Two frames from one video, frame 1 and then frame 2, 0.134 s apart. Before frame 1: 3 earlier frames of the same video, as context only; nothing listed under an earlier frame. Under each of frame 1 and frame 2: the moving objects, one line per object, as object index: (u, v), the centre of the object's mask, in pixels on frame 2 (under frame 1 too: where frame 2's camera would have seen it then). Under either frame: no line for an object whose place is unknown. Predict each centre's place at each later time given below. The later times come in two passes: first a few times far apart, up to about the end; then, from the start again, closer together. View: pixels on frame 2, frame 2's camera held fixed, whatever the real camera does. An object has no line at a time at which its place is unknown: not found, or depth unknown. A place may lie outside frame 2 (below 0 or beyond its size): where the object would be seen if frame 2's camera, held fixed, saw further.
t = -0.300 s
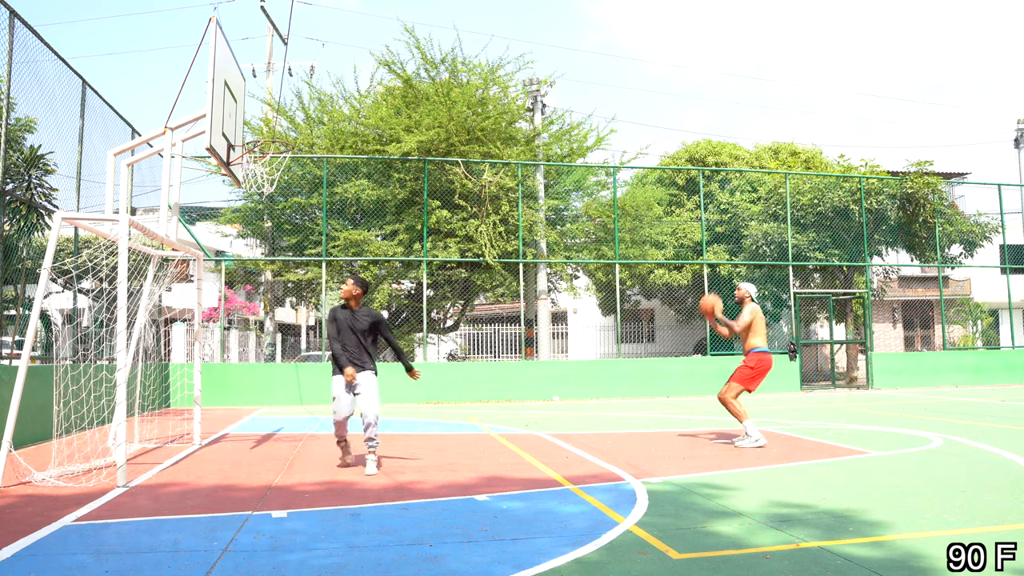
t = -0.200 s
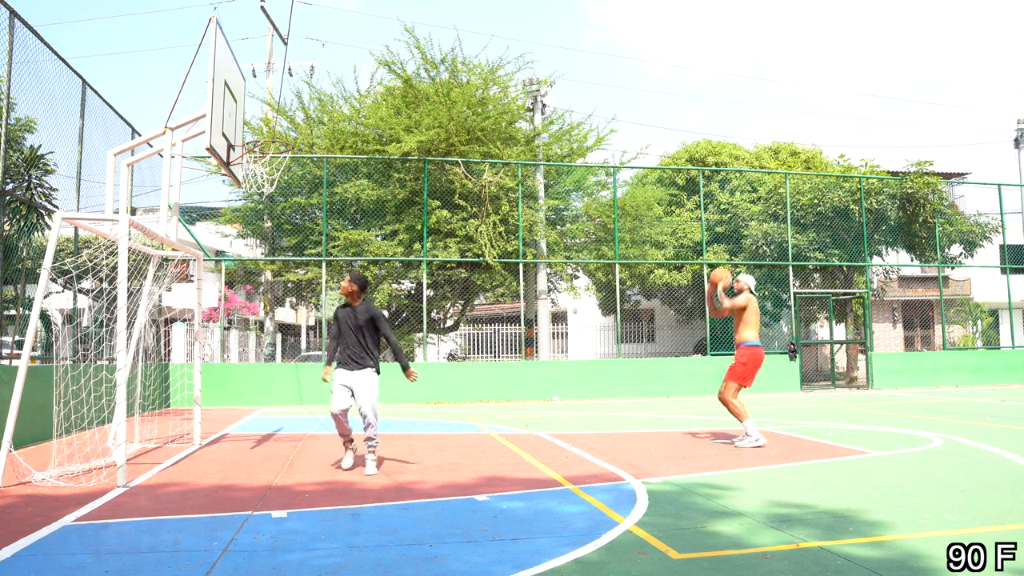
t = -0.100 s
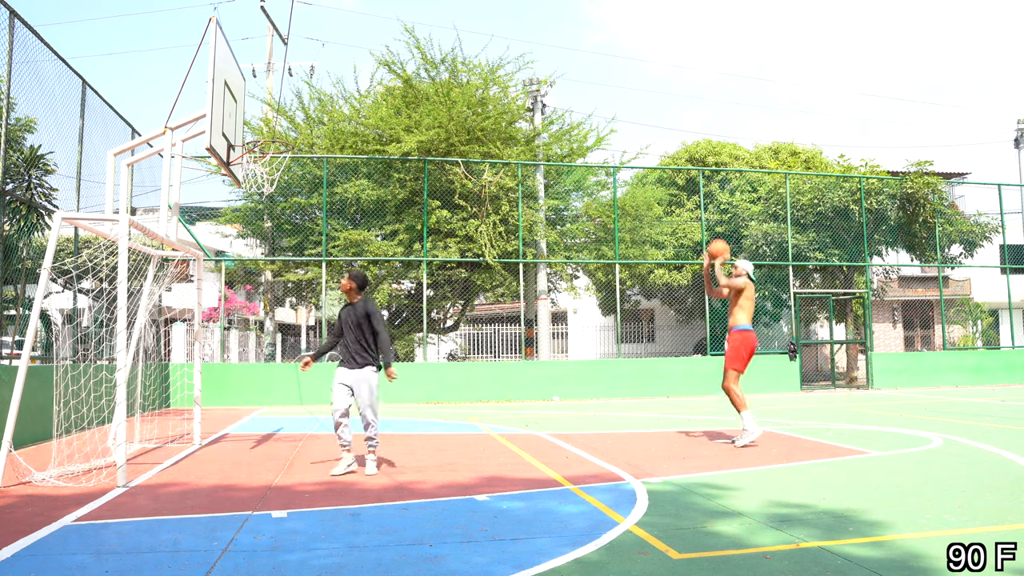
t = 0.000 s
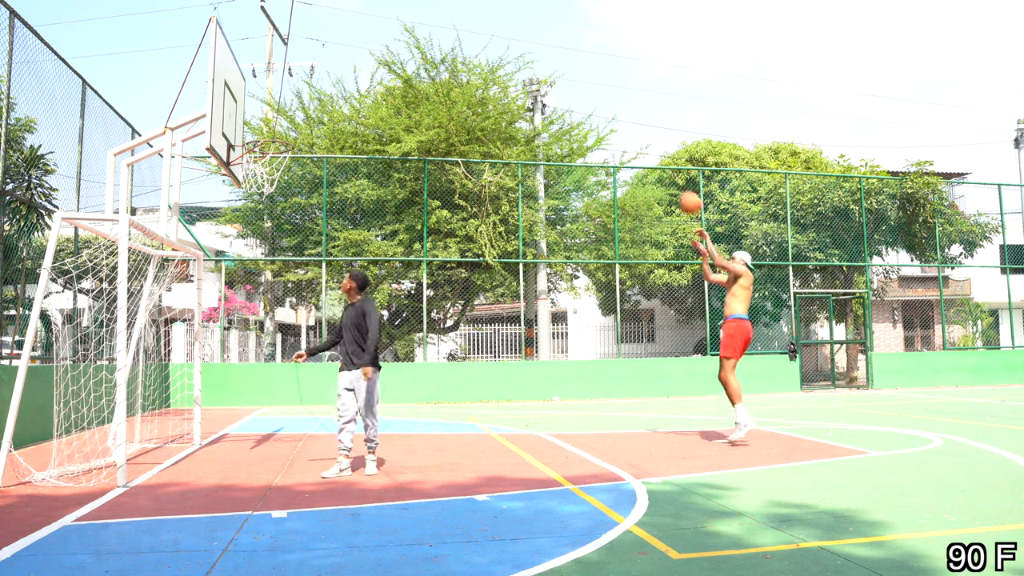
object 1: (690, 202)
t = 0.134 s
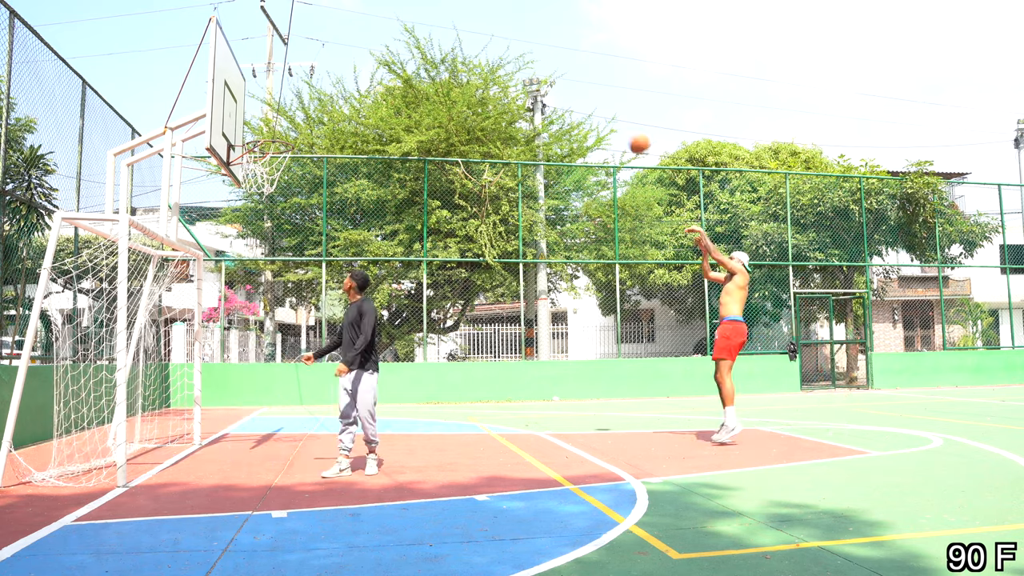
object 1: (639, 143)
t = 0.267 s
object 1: (589, 98)
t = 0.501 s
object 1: (499, 53)
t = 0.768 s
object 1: (394, 61)
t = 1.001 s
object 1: (296, 122)
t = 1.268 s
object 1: (248, 101)
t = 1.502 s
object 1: (256, 110)
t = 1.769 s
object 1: (287, 182)
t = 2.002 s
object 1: (315, 309)
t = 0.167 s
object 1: (626, 131)
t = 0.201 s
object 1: (614, 118)
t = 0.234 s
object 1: (601, 107)
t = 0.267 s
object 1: (589, 98)
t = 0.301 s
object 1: (576, 88)
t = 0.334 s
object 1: (563, 80)
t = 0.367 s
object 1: (551, 73)
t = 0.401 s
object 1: (538, 67)
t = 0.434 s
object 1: (525, 62)
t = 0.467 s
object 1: (512, 57)
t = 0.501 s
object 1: (499, 53)
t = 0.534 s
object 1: (486, 51)
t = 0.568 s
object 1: (473, 49)
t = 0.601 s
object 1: (460, 49)
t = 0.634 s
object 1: (447, 49)
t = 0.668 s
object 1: (433, 50)
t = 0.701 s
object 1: (420, 53)
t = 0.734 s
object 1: (407, 56)
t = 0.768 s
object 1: (394, 61)
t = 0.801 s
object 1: (381, 66)
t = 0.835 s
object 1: (366, 73)
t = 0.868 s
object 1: (352, 81)
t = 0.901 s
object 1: (338, 90)
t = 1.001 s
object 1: (296, 122)
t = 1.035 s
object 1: (283, 130)
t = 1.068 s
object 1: (279, 122)
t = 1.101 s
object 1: (274, 116)
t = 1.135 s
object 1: (269, 111)
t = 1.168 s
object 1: (264, 108)
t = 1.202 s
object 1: (259, 104)
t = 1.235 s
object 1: (253, 101)
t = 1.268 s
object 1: (248, 101)
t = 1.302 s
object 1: (243, 101)
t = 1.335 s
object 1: (238, 101)
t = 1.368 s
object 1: (241, 101)
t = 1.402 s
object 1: (245, 102)
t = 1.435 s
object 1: (249, 103)
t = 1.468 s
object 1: (252, 106)
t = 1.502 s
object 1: (256, 110)
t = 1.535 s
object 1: (260, 115)
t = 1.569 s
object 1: (264, 121)
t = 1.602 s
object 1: (268, 128)
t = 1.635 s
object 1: (271, 136)
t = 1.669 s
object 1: (275, 145)
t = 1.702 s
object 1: (279, 156)
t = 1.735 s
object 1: (283, 168)
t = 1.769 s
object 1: (287, 182)
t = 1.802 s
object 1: (291, 196)
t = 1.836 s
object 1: (294, 212)
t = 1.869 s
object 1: (299, 229)
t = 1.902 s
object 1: (302, 246)
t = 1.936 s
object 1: (307, 267)
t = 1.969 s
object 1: (310, 288)
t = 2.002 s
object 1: (315, 309)
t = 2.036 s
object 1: (319, 334)
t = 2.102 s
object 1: (327, 384)
